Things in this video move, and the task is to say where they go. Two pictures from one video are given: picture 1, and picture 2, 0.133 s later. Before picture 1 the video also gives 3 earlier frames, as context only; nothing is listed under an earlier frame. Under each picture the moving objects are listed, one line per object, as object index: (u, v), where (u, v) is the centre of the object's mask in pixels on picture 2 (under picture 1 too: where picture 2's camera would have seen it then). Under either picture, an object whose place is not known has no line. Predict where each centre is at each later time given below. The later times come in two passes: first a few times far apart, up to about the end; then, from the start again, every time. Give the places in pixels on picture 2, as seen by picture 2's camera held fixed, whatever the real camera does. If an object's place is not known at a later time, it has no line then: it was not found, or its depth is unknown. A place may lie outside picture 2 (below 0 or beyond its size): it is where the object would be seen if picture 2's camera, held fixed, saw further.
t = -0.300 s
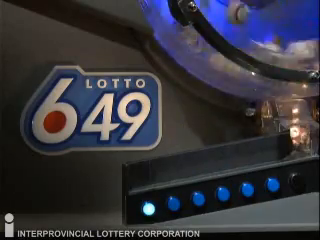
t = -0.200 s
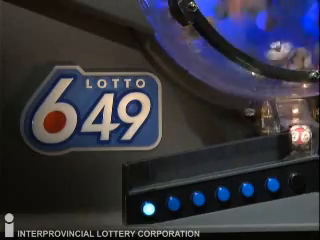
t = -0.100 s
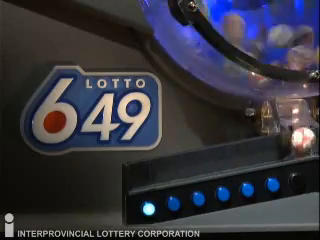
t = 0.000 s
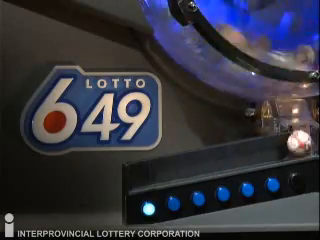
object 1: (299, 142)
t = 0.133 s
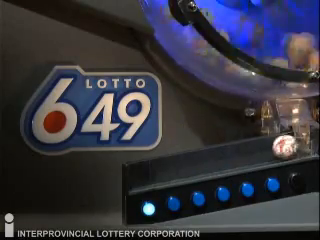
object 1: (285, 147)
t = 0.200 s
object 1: (278, 149)
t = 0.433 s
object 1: (238, 156)
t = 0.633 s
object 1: (181, 167)
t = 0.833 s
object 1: (161, 171)
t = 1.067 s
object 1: (187, 166)
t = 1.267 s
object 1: (181, 168)
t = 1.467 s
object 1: (150, 173)
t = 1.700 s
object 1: (156, 172)
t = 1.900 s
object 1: (148, 174)
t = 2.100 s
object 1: (147, 174)
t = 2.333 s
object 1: (143, 175)
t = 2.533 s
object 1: (142, 175)
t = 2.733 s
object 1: (141, 175)
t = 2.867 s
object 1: (141, 175)
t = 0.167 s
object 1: (281, 148)
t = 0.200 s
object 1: (278, 149)
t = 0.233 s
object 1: (274, 150)
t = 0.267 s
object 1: (269, 150)
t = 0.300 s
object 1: (264, 151)
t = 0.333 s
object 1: (258, 152)
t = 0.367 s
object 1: (252, 154)
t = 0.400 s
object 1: (246, 155)
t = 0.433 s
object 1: (238, 156)
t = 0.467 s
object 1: (230, 158)
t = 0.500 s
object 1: (221, 160)
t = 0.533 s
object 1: (212, 161)
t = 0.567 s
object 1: (202, 163)
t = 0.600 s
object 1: (192, 165)
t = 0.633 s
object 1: (181, 167)
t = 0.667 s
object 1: (169, 169)
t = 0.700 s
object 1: (157, 172)
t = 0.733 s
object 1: (144, 174)
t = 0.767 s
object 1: (146, 173)
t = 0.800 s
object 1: (154, 172)
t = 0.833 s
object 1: (161, 171)
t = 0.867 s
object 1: (167, 170)
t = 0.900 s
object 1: (172, 169)
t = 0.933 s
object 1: (176, 168)
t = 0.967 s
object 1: (180, 167)
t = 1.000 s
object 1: (183, 167)
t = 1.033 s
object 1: (186, 166)
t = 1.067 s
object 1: (187, 166)
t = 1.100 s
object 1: (188, 166)
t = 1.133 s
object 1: (187, 166)
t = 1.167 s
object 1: (187, 166)
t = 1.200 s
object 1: (185, 167)
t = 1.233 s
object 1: (183, 167)
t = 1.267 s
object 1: (181, 168)
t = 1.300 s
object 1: (177, 168)
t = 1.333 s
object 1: (173, 169)
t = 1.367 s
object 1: (168, 170)
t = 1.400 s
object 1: (163, 171)
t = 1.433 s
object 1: (157, 172)
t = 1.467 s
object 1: (150, 173)
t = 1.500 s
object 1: (143, 175)
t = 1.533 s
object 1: (143, 174)
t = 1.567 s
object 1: (147, 173)
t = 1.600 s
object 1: (150, 173)
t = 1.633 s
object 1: (153, 173)
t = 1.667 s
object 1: (155, 173)
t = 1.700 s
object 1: (156, 172)
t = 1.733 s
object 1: (156, 172)
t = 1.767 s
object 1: (156, 172)
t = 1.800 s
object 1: (155, 172)
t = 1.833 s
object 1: (153, 173)
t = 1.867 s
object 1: (151, 173)
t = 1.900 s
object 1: (148, 174)
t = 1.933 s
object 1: (144, 174)
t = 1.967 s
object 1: (141, 175)
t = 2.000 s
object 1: (143, 174)
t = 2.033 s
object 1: (145, 174)
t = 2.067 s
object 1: (146, 174)
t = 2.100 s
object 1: (147, 174)
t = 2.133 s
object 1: (147, 174)
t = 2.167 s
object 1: (147, 174)
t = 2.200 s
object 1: (145, 174)
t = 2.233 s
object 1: (144, 175)
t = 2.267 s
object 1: (142, 175)
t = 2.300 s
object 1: (142, 175)
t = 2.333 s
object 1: (143, 175)
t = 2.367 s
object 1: (143, 175)
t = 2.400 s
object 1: (143, 175)
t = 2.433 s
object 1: (143, 175)
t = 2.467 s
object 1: (141, 175)
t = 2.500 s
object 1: (141, 175)
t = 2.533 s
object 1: (142, 175)
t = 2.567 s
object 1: (141, 175)
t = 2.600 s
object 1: (141, 175)
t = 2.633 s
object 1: (141, 175)
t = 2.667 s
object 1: (141, 175)
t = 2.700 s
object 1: (141, 175)
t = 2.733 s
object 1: (141, 175)
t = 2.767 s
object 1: (141, 175)
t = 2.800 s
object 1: (141, 175)
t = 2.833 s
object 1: (141, 175)
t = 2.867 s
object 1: (141, 175)
